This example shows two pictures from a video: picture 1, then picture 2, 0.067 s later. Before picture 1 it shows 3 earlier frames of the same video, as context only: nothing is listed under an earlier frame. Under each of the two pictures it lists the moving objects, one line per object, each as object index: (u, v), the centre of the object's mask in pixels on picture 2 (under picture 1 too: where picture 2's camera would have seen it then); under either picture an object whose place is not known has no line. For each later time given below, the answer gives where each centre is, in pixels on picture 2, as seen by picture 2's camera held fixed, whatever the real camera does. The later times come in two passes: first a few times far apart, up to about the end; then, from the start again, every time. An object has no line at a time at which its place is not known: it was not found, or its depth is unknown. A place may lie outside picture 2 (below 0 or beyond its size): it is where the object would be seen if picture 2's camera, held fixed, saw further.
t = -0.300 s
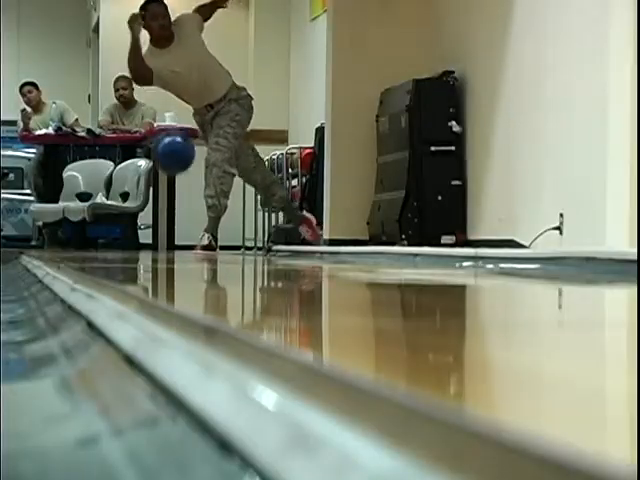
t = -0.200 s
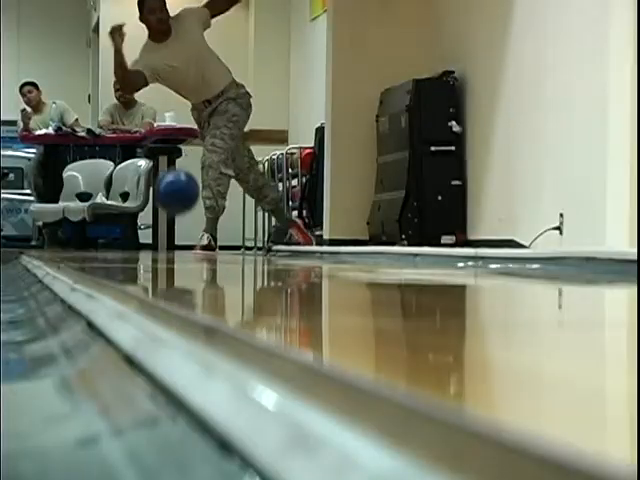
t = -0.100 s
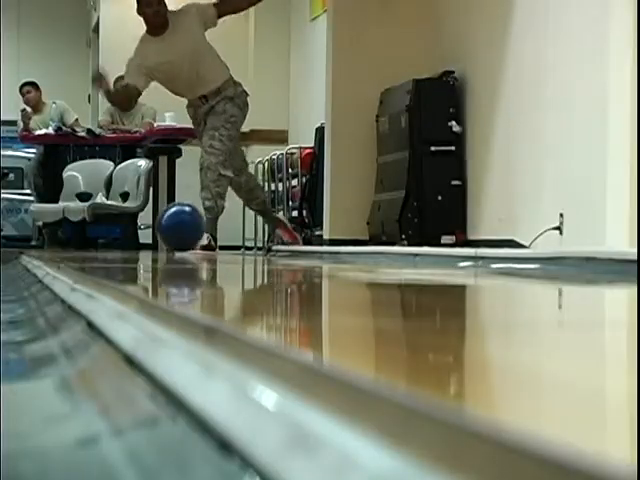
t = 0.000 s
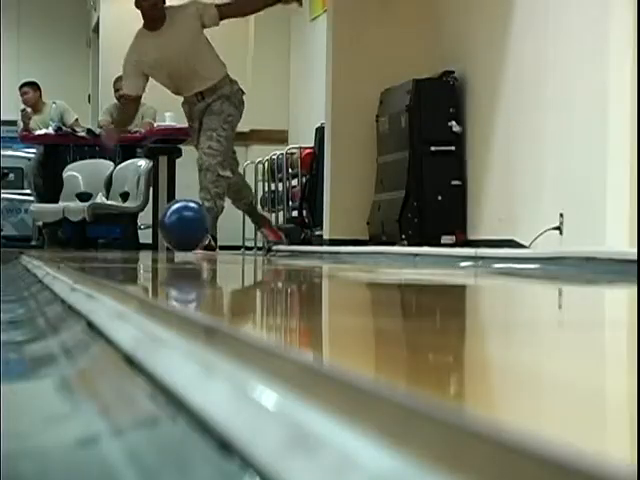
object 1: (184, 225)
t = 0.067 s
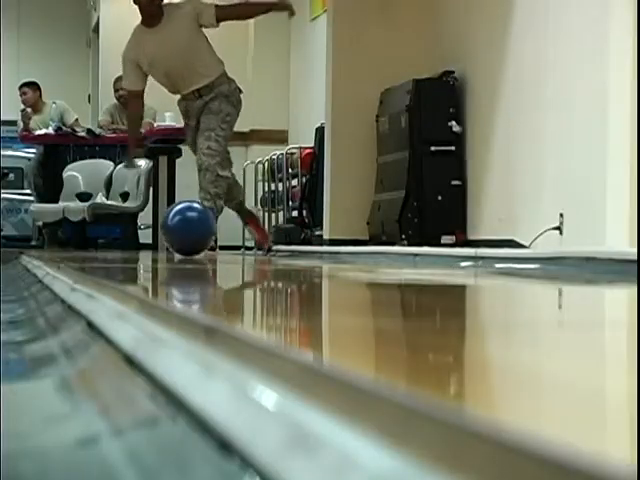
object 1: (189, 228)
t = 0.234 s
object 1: (199, 226)
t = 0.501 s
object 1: (226, 221)
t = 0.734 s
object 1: (268, 214)
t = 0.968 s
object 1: (356, 198)
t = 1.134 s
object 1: (492, 175)
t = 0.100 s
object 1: (191, 228)
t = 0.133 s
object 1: (192, 227)
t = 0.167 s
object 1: (194, 227)
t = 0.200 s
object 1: (196, 226)
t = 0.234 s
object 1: (199, 226)
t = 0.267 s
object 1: (202, 225)
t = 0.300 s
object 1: (205, 225)
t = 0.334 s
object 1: (208, 224)
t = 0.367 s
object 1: (211, 224)
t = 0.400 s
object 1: (214, 223)
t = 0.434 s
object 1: (218, 222)
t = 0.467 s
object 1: (221, 222)
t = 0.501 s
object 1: (226, 221)
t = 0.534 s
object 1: (231, 220)
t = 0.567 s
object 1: (236, 219)
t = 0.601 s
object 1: (242, 218)
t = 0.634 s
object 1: (248, 217)
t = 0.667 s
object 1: (254, 217)
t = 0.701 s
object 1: (261, 216)
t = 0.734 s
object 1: (268, 214)
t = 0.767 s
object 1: (276, 213)
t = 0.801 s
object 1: (285, 210)
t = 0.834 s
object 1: (295, 209)
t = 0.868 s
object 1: (308, 207)
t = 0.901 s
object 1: (324, 204)
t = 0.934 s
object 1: (339, 201)
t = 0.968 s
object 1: (356, 198)
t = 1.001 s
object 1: (375, 194)
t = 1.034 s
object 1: (396, 190)
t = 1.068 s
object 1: (422, 186)
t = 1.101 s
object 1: (455, 180)
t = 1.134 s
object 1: (492, 175)
